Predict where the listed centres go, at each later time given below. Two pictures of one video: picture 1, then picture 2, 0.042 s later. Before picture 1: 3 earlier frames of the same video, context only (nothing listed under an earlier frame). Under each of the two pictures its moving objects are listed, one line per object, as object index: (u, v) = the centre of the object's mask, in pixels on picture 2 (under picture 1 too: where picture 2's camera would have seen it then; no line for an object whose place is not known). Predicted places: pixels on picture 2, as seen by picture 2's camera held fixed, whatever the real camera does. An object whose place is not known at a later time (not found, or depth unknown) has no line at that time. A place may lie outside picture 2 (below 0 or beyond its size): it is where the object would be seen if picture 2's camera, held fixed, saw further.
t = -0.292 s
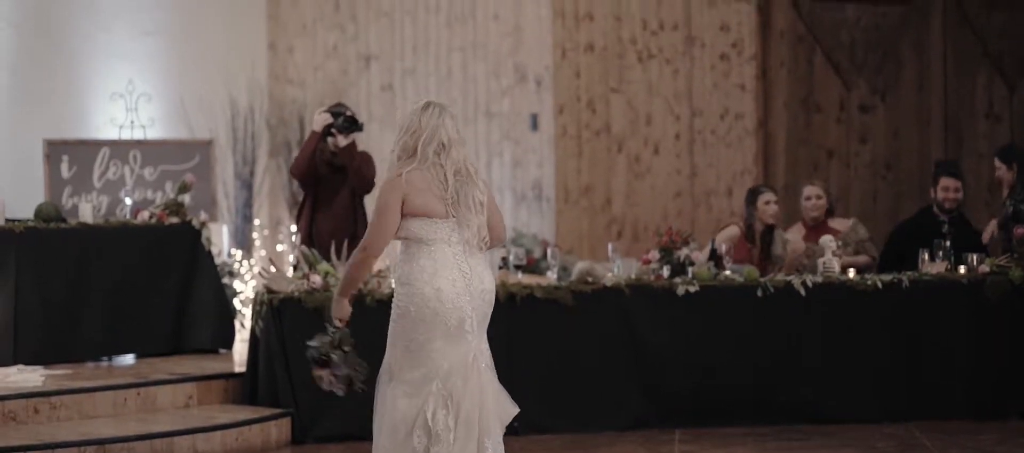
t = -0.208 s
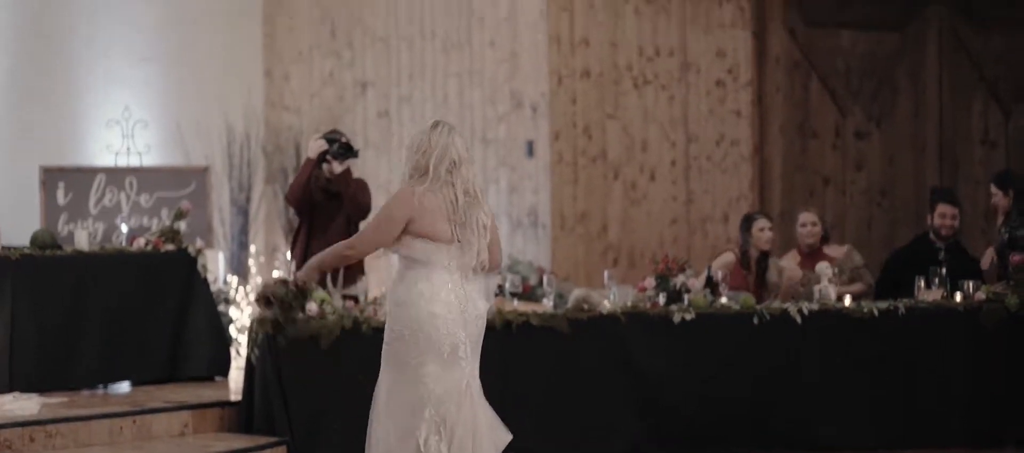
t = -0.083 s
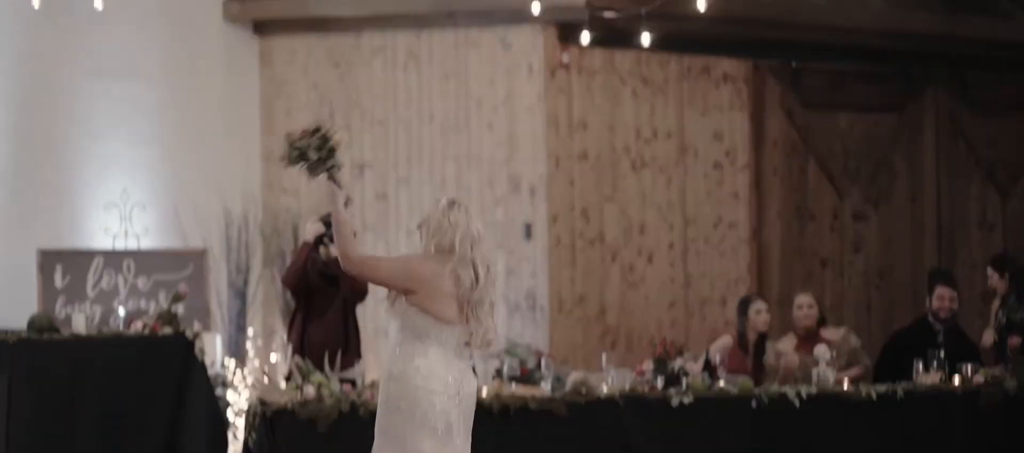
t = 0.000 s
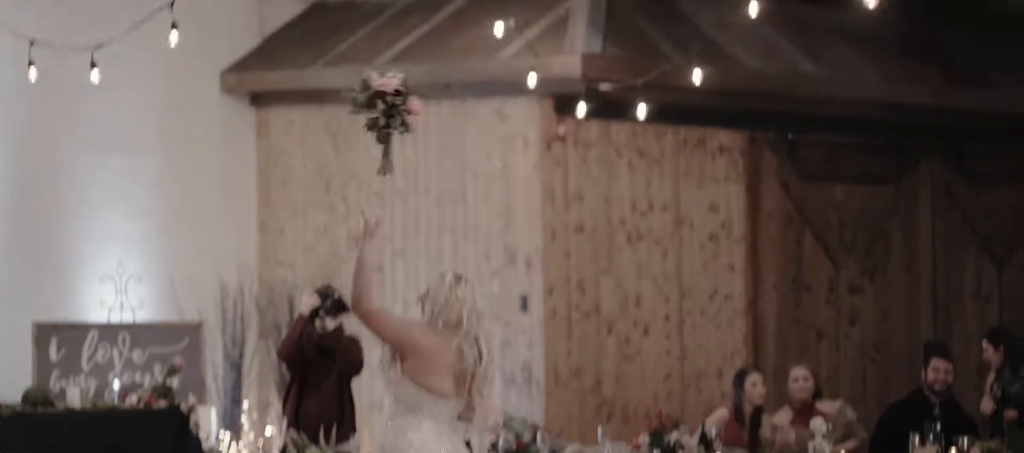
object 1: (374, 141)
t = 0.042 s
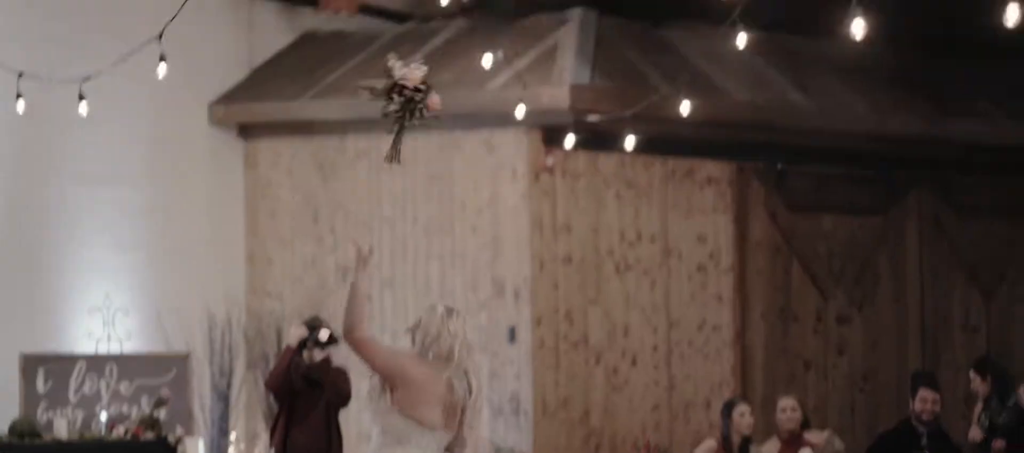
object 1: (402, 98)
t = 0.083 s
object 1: (446, 39)
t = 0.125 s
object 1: (477, 5)
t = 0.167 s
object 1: (524, -35)
